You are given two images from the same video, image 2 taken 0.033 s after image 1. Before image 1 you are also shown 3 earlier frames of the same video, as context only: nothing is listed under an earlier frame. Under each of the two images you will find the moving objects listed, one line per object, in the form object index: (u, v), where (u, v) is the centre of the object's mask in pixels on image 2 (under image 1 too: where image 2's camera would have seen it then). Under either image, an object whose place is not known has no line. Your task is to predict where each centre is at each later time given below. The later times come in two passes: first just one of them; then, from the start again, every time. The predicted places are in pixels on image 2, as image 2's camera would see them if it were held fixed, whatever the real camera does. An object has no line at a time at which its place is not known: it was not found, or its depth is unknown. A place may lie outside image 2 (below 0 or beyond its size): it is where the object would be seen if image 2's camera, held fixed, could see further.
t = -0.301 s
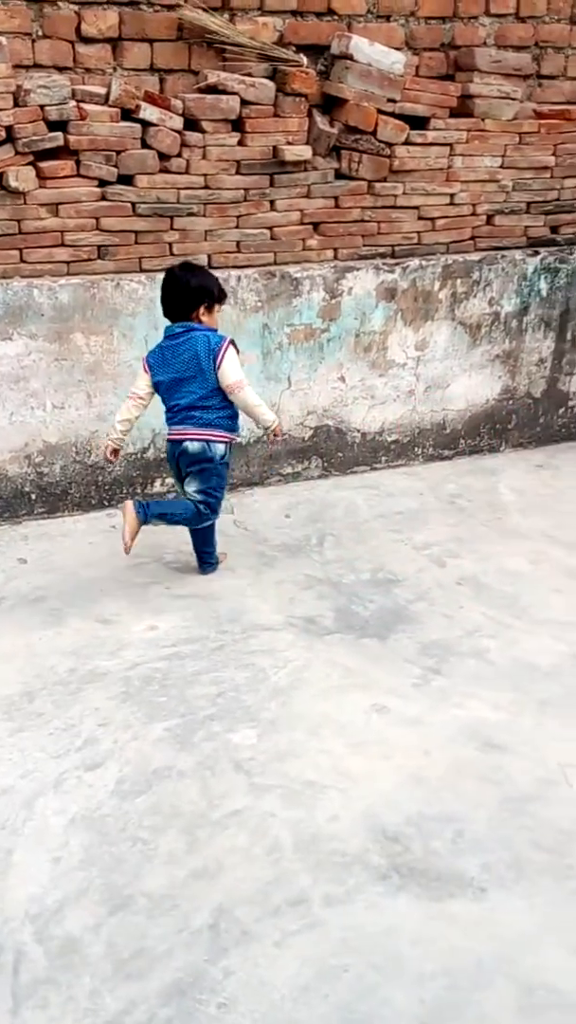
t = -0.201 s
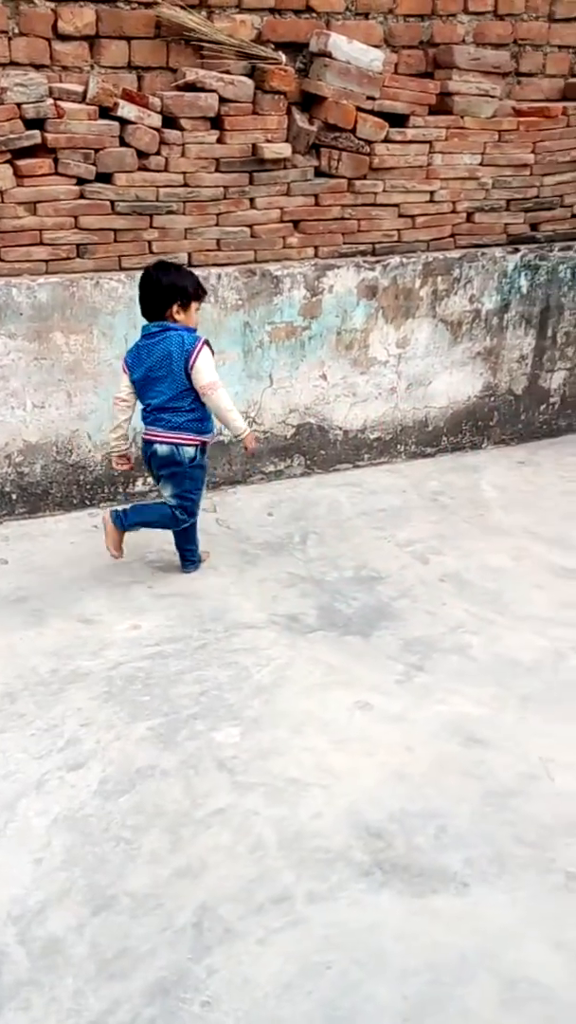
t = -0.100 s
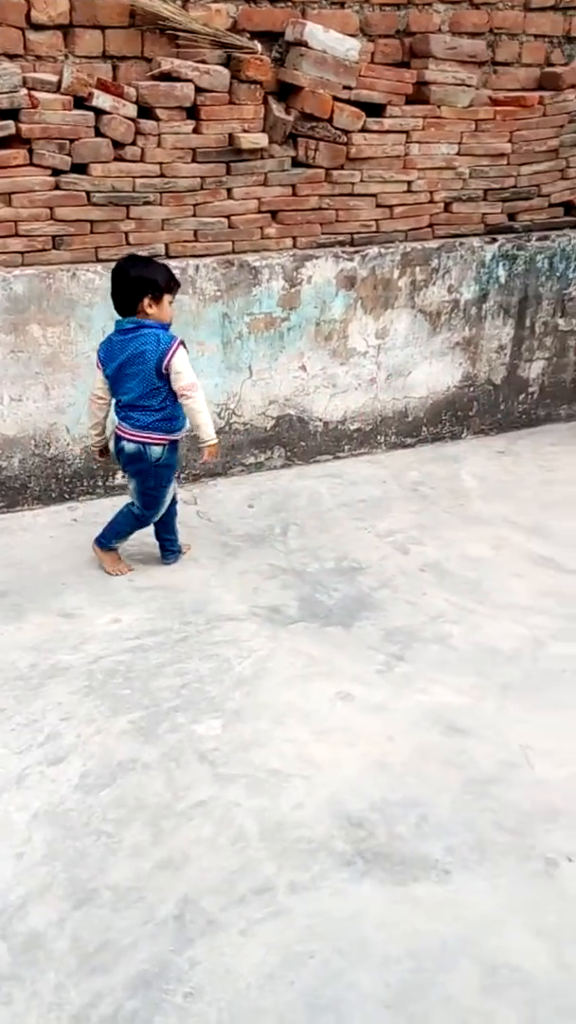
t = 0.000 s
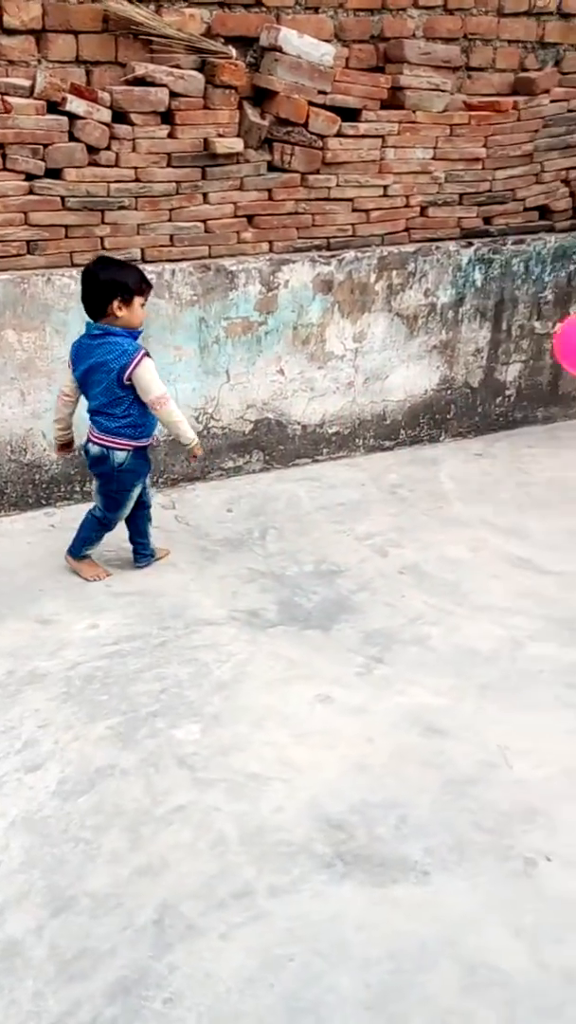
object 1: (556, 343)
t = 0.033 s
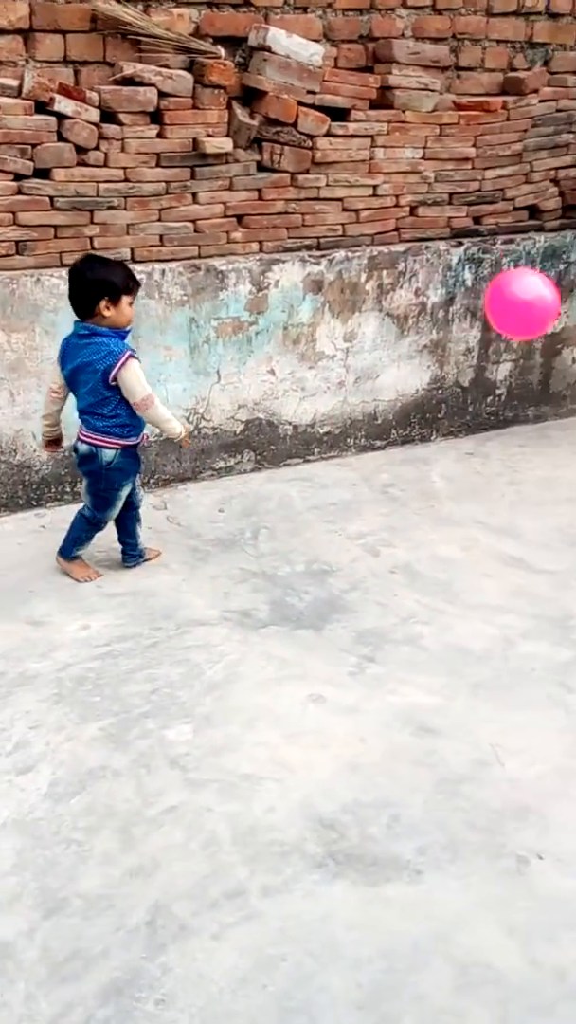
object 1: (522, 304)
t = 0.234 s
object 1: (372, 205)
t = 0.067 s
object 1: (466, 269)
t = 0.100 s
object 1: (413, 240)
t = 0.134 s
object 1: (376, 220)
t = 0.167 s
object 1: (372, 211)
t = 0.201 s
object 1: (372, 207)
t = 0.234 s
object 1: (372, 205)
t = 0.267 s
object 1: (372, 206)
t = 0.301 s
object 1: (373, 210)
